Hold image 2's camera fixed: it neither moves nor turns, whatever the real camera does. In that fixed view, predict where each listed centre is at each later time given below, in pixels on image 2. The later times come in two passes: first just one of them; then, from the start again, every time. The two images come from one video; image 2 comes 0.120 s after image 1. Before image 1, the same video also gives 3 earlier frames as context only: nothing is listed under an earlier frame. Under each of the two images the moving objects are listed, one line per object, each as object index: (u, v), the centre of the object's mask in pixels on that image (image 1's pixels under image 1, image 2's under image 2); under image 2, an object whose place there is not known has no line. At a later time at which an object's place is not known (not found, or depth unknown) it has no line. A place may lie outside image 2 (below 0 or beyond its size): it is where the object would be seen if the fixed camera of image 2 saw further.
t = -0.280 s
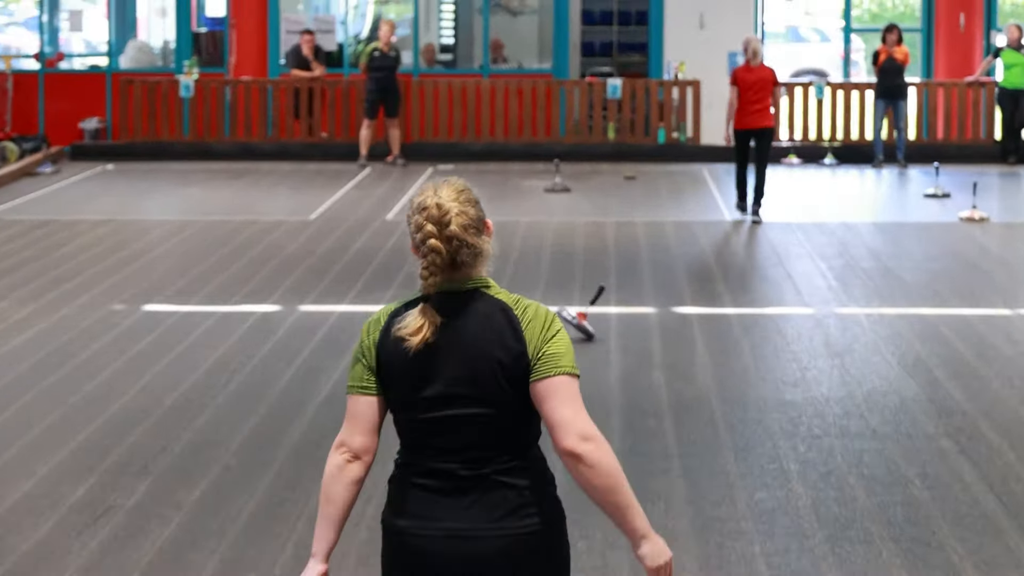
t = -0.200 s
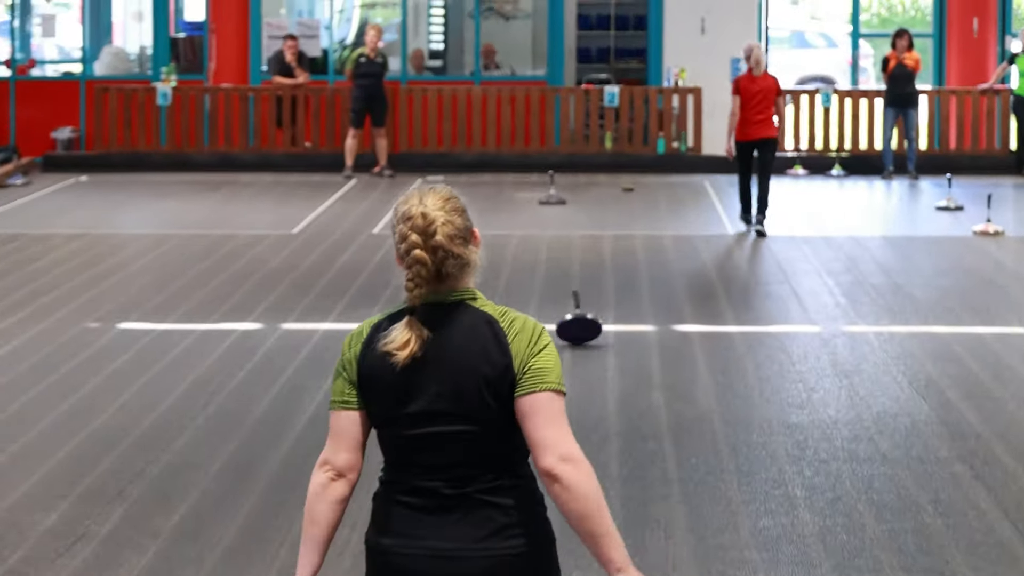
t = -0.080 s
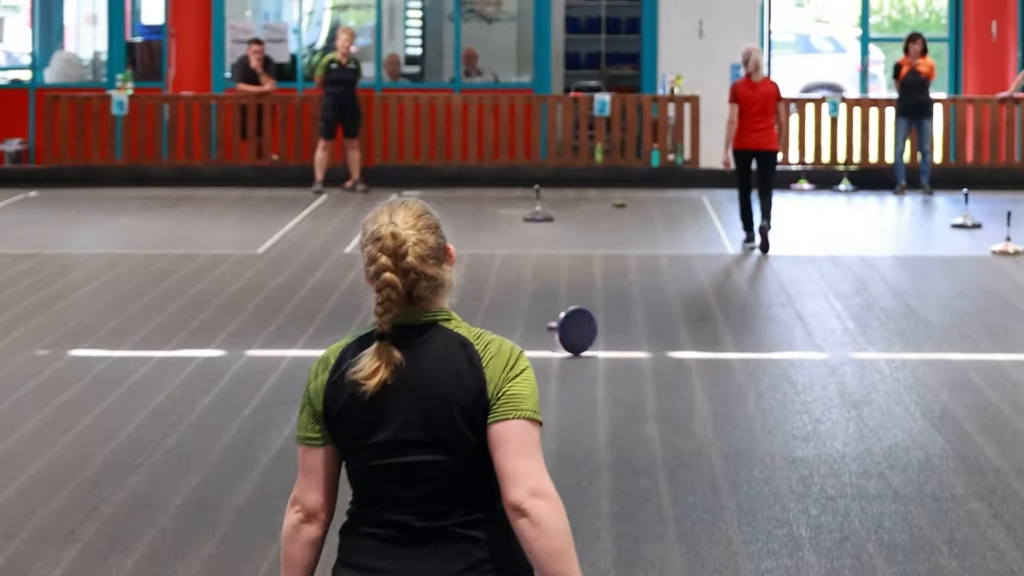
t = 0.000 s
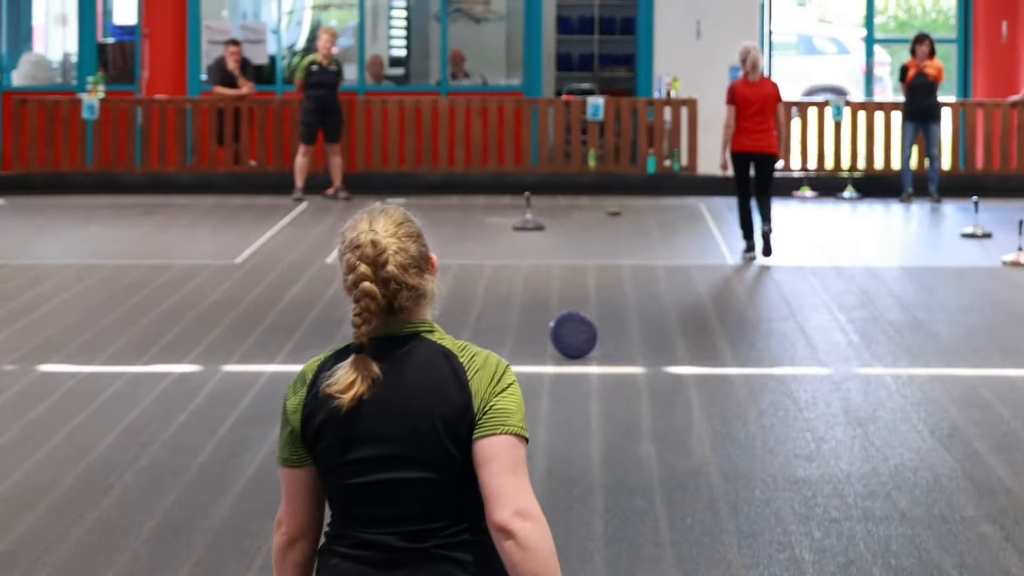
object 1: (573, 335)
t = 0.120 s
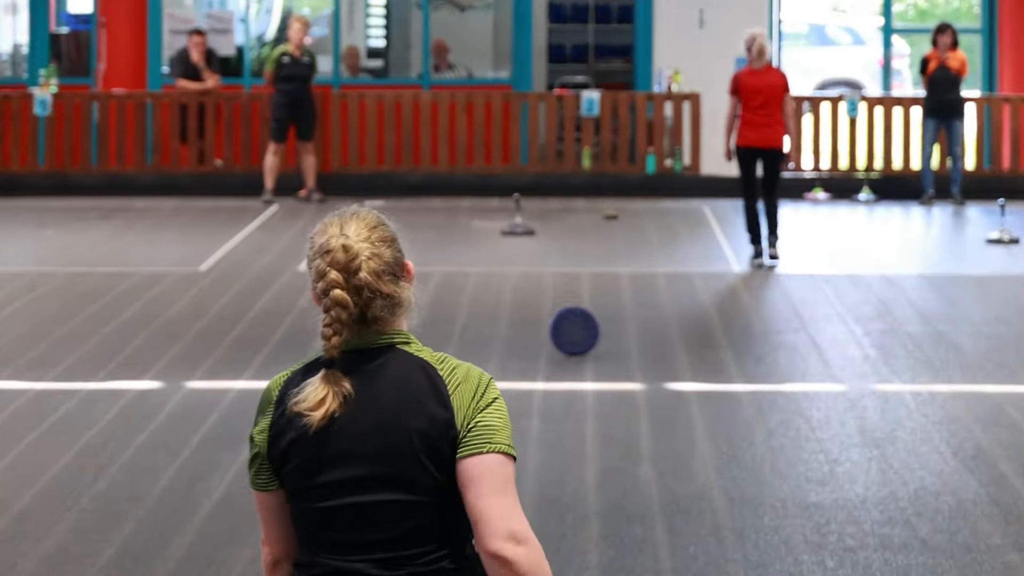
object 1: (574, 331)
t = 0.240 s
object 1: (582, 315)
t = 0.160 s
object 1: (577, 327)
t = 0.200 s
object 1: (579, 320)
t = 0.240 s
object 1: (582, 315)
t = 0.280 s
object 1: (584, 314)
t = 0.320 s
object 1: (586, 308)
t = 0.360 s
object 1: (587, 305)
